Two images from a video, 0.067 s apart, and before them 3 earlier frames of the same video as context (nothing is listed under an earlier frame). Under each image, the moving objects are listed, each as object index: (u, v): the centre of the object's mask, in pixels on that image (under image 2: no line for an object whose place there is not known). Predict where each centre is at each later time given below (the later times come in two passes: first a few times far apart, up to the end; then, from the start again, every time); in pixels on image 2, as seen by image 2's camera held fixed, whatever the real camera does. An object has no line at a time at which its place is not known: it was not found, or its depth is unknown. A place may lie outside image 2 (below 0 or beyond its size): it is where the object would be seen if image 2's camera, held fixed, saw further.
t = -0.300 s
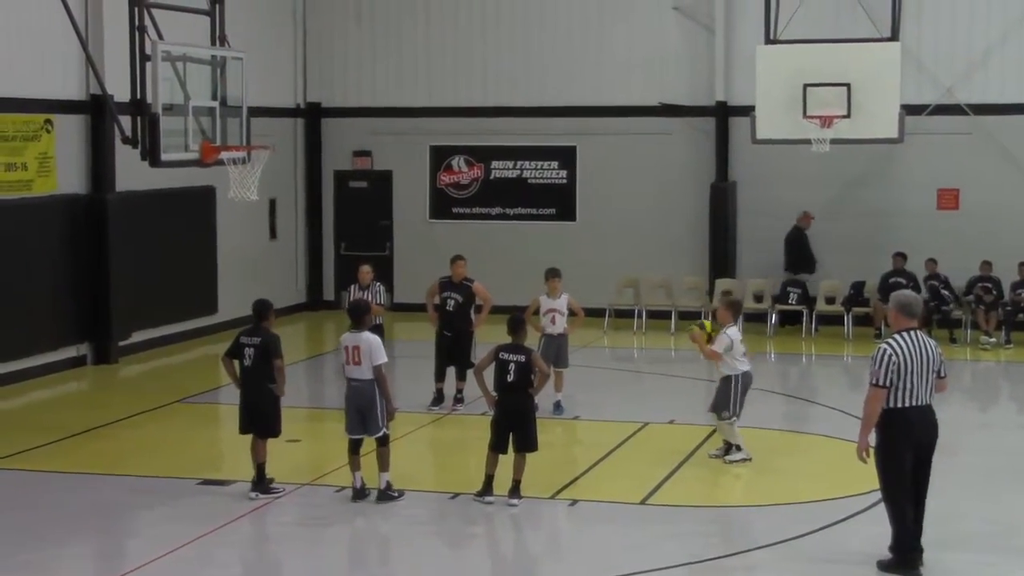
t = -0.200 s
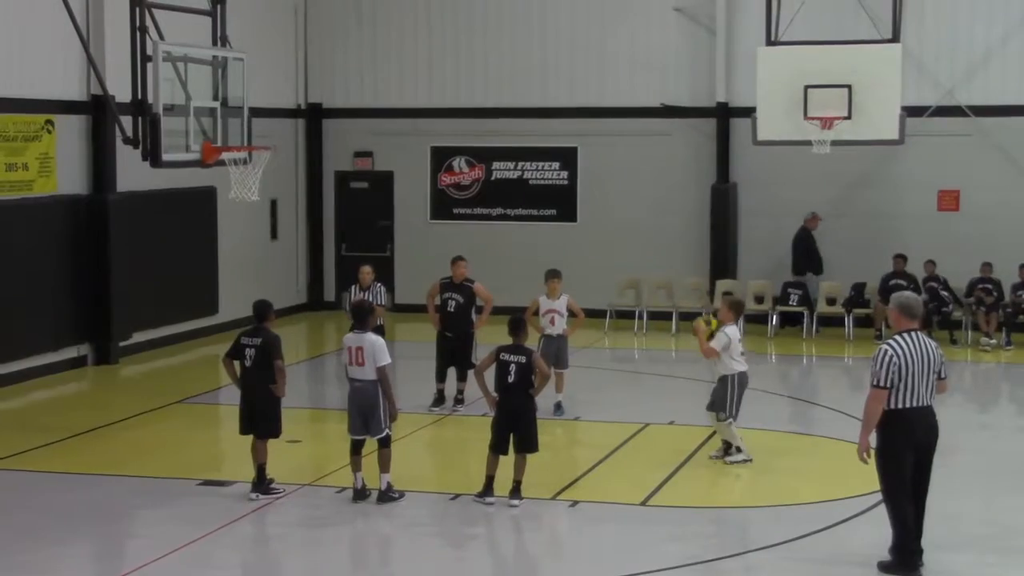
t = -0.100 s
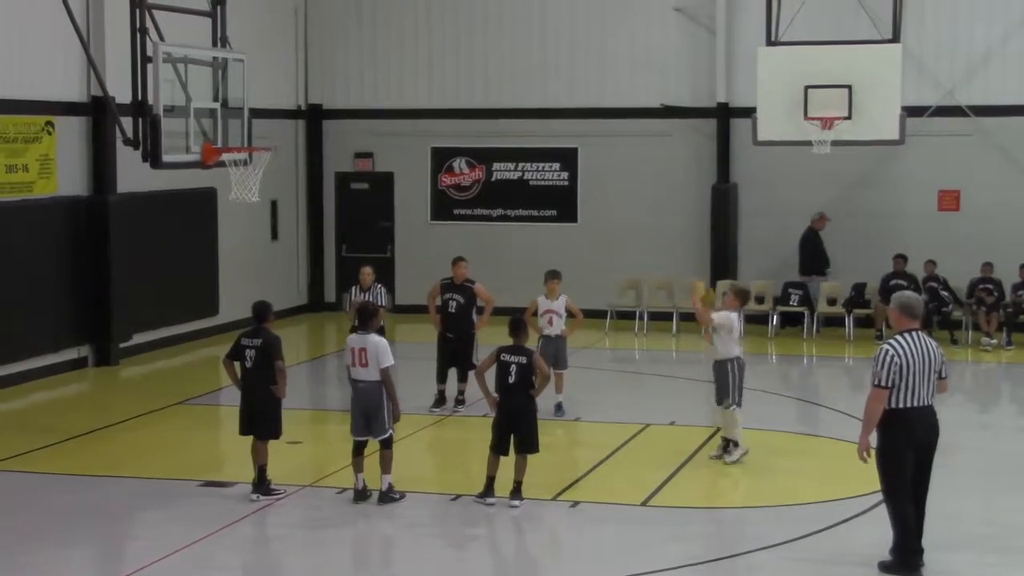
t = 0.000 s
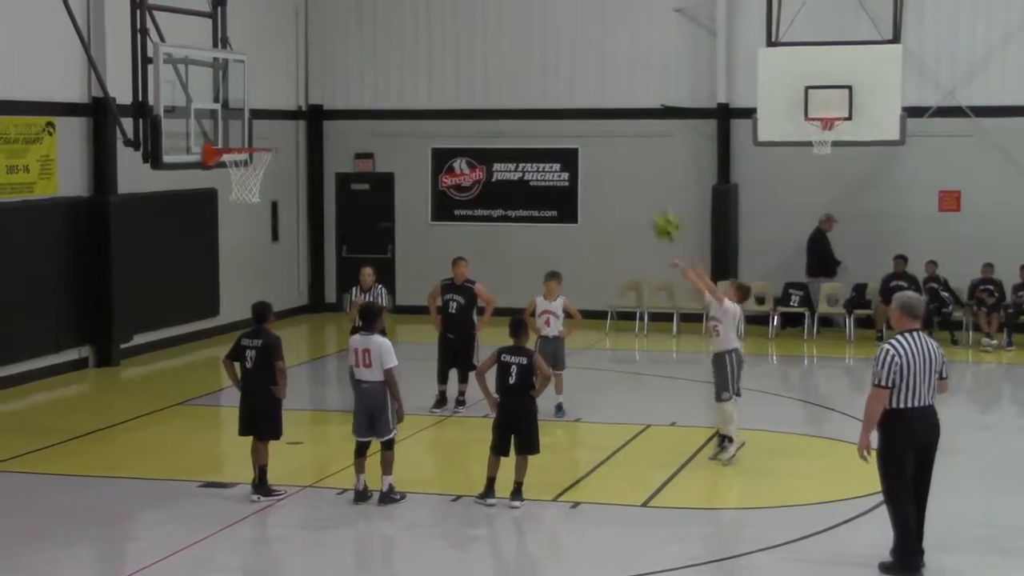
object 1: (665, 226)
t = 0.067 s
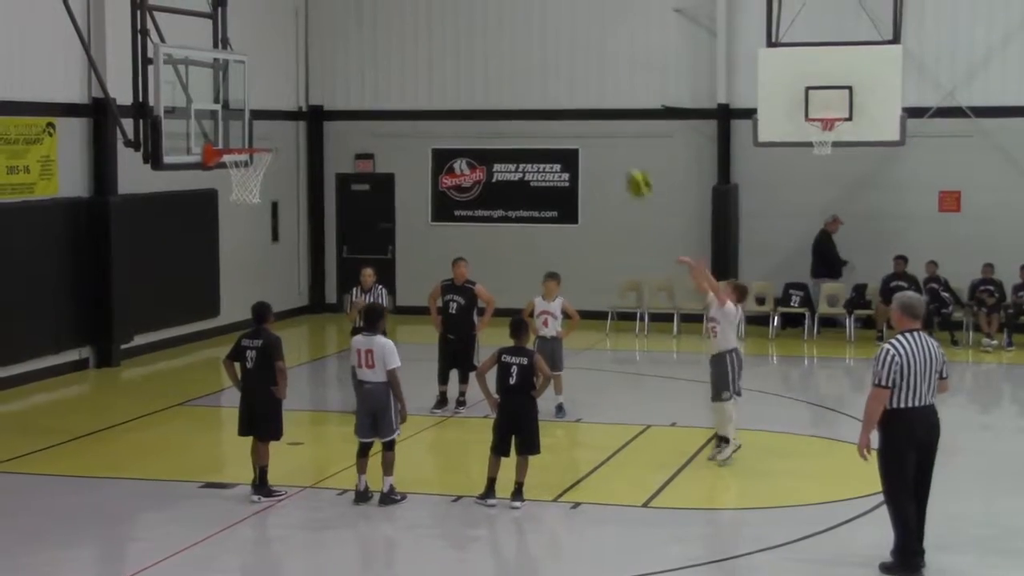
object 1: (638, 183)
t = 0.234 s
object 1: (568, 96)
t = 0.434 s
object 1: (487, 33)
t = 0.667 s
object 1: (398, 14)
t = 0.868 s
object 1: (324, 46)
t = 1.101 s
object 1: (244, 134)
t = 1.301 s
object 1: (256, 94)
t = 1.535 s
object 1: (305, 92)
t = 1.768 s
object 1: (356, 145)
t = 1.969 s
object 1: (397, 233)
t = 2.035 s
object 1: (414, 271)
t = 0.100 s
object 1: (624, 164)
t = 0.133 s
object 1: (610, 144)
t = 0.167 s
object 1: (595, 126)
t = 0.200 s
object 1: (584, 112)
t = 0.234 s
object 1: (568, 96)
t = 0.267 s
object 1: (553, 82)
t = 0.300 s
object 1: (540, 69)
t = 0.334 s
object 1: (527, 58)
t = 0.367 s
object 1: (514, 48)
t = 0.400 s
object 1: (500, 40)
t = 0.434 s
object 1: (487, 33)
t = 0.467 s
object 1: (473, 26)
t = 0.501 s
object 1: (461, 21)
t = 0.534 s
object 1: (448, 17)
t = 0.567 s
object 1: (435, 15)
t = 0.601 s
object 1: (423, 14)
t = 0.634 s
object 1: (410, 14)
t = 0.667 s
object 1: (398, 14)
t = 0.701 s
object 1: (385, 16)
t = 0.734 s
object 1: (372, 20)
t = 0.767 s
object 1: (360, 25)
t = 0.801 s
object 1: (349, 31)
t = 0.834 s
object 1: (336, 37)
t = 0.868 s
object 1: (324, 46)
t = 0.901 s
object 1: (312, 56)
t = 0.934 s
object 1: (301, 65)
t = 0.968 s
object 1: (288, 77)
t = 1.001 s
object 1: (277, 89)
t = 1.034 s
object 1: (266, 103)
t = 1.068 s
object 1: (254, 116)
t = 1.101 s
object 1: (244, 134)
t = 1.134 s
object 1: (237, 129)
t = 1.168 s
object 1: (231, 120)
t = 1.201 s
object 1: (234, 113)
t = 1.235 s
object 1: (241, 106)
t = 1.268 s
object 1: (249, 100)
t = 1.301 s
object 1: (256, 94)
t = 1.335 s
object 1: (263, 90)
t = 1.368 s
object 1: (270, 88)
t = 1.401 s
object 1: (277, 86)
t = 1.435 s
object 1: (284, 86)
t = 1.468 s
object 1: (291, 87)
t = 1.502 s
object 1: (298, 89)
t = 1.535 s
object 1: (305, 92)
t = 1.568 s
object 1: (314, 96)
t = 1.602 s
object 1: (321, 103)
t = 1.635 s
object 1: (327, 108)
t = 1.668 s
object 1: (335, 114)
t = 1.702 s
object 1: (342, 123)
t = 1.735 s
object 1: (349, 133)
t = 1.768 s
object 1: (356, 145)
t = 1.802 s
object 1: (364, 159)
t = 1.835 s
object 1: (370, 170)
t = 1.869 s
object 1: (378, 183)
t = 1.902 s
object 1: (384, 199)
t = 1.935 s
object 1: (390, 214)
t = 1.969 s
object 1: (397, 233)
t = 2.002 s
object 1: (405, 251)
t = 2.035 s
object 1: (414, 271)
